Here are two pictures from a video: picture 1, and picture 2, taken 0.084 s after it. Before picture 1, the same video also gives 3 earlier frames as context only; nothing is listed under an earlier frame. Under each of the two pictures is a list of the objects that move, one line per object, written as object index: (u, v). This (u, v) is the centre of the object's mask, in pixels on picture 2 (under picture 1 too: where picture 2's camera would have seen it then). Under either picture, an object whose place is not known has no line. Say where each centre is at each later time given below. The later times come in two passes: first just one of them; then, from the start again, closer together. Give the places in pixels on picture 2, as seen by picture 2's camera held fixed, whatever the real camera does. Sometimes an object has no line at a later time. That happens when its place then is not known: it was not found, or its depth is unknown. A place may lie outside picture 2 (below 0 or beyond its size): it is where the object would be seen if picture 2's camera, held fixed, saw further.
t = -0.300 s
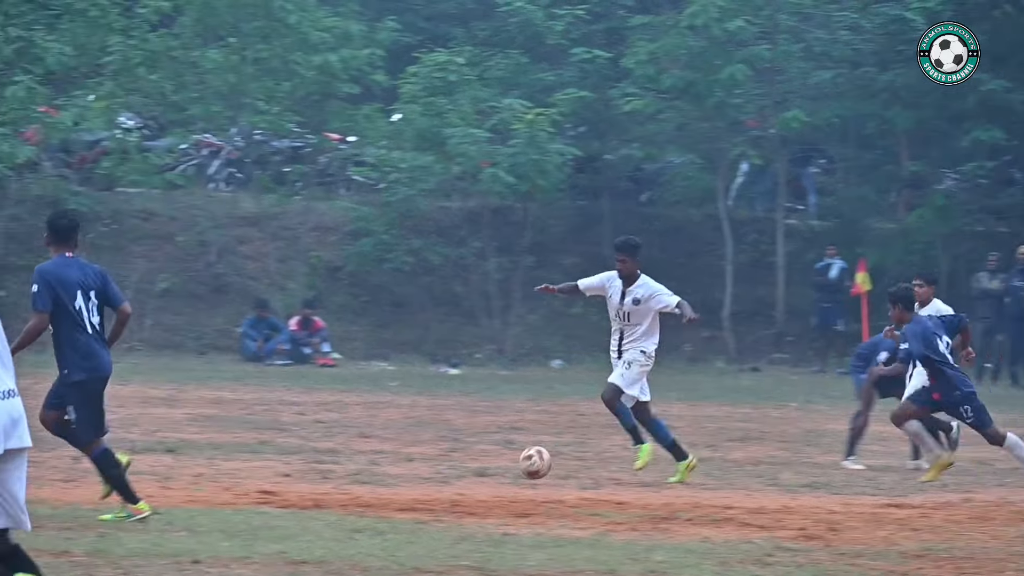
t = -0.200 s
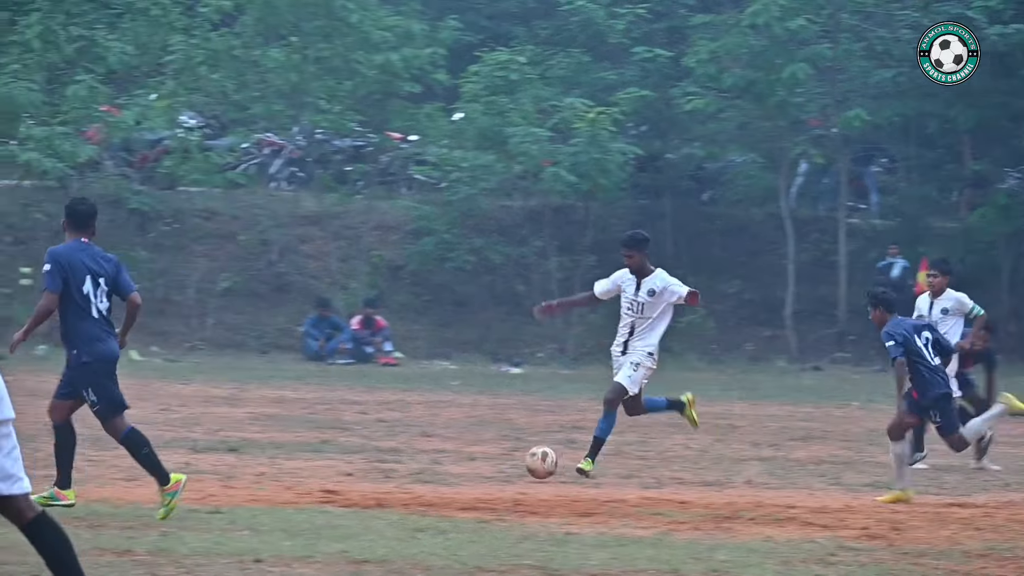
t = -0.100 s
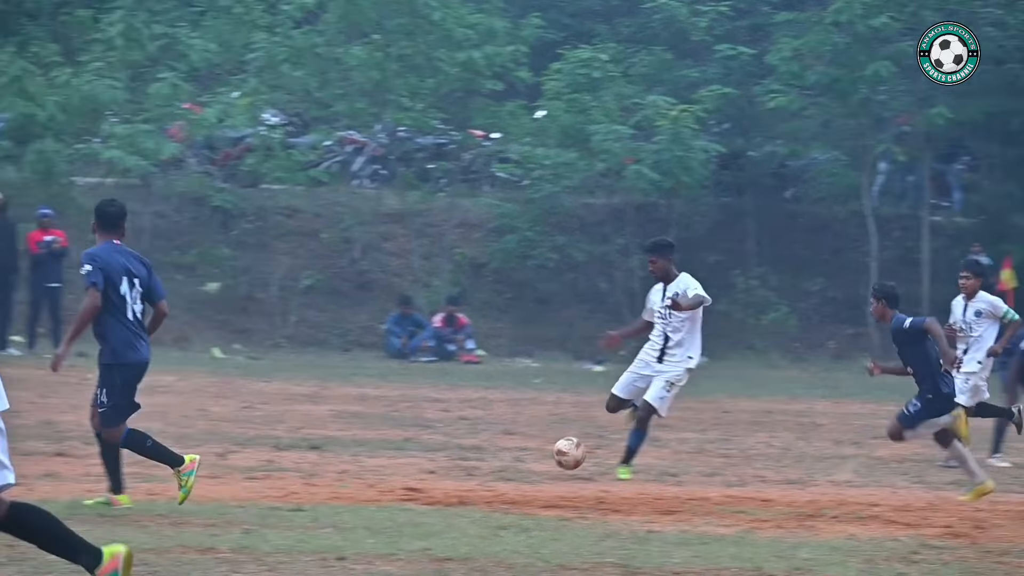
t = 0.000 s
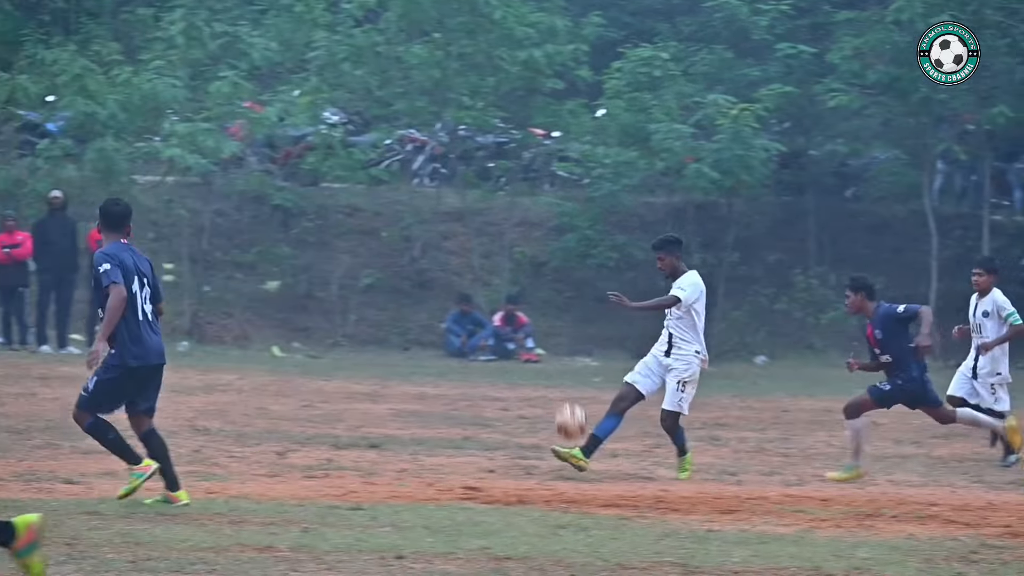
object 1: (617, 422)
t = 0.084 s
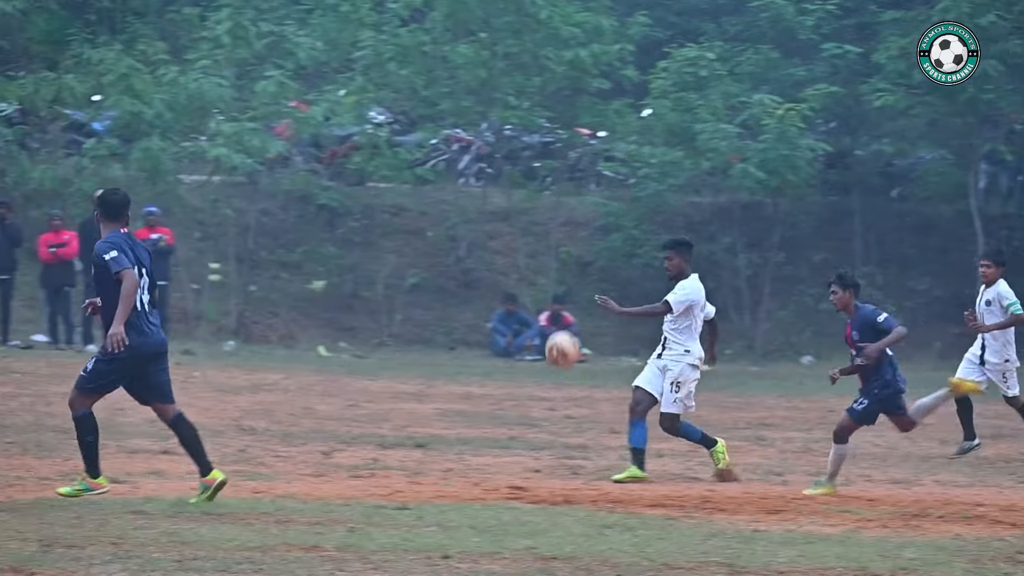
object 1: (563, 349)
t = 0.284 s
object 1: (412, 197)
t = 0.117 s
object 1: (539, 323)
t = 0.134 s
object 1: (527, 310)
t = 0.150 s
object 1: (516, 297)
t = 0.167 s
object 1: (504, 285)
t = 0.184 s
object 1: (492, 272)
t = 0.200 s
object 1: (479, 258)
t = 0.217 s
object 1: (466, 246)
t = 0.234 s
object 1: (453, 234)
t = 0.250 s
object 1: (439, 221)
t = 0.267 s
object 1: (426, 209)
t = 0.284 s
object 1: (412, 197)
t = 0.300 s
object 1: (399, 186)
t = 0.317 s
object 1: (384, 175)
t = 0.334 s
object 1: (369, 165)
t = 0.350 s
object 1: (355, 154)
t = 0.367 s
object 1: (339, 144)
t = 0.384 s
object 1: (323, 132)
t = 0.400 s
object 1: (306, 122)
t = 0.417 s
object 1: (290, 113)
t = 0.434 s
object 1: (272, 103)
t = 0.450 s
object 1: (255, 97)
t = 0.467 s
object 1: (237, 88)
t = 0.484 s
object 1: (219, 80)
